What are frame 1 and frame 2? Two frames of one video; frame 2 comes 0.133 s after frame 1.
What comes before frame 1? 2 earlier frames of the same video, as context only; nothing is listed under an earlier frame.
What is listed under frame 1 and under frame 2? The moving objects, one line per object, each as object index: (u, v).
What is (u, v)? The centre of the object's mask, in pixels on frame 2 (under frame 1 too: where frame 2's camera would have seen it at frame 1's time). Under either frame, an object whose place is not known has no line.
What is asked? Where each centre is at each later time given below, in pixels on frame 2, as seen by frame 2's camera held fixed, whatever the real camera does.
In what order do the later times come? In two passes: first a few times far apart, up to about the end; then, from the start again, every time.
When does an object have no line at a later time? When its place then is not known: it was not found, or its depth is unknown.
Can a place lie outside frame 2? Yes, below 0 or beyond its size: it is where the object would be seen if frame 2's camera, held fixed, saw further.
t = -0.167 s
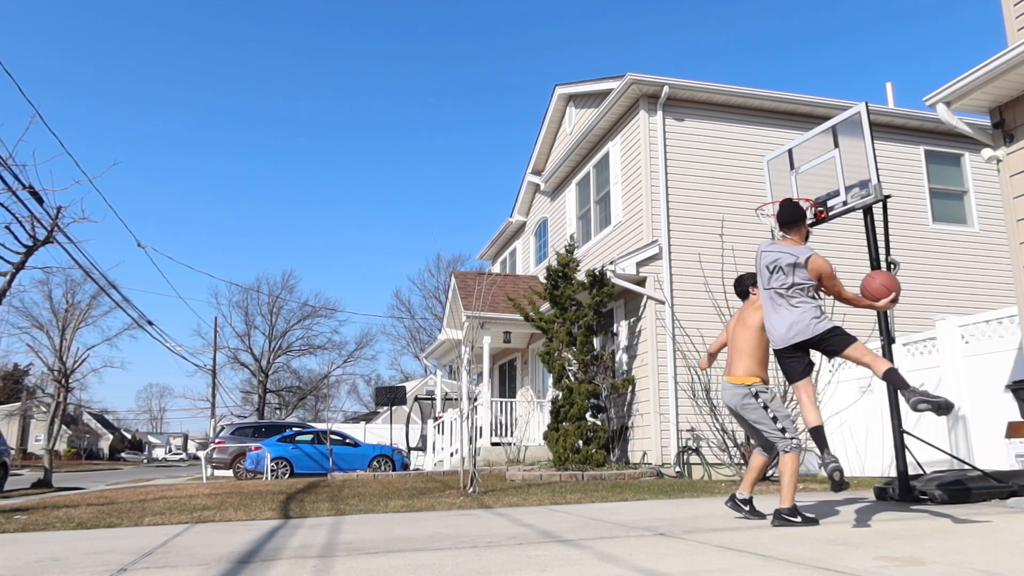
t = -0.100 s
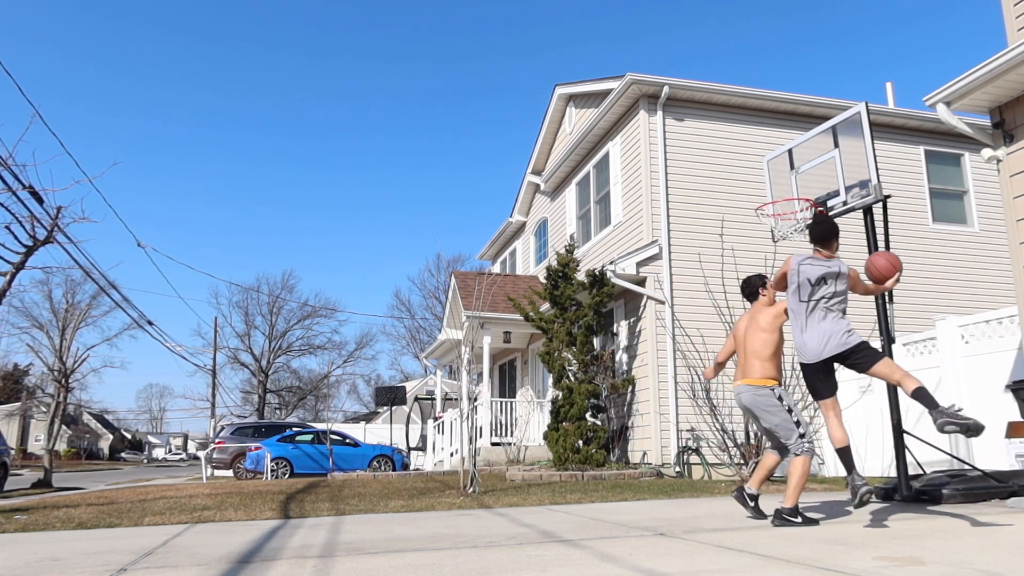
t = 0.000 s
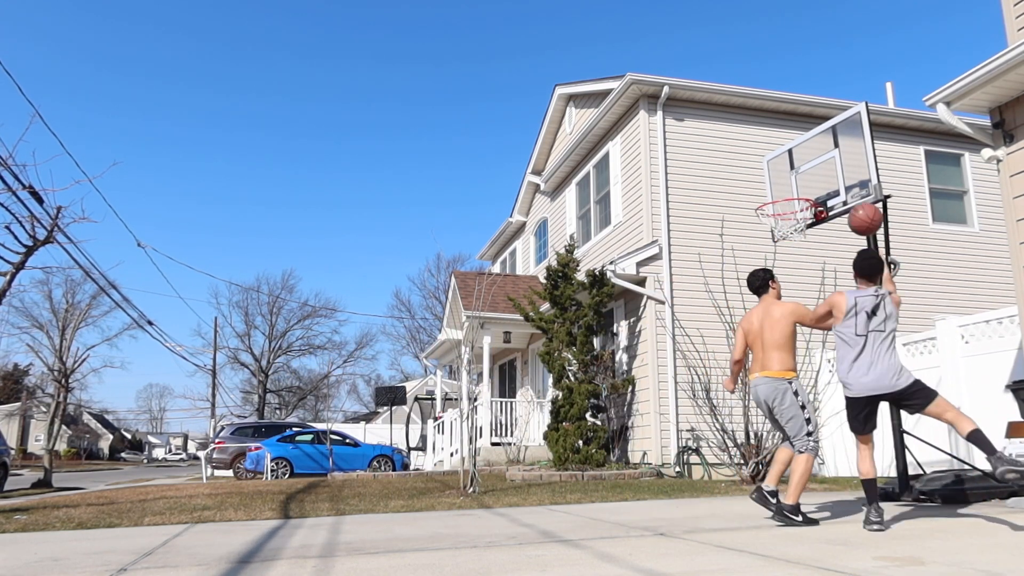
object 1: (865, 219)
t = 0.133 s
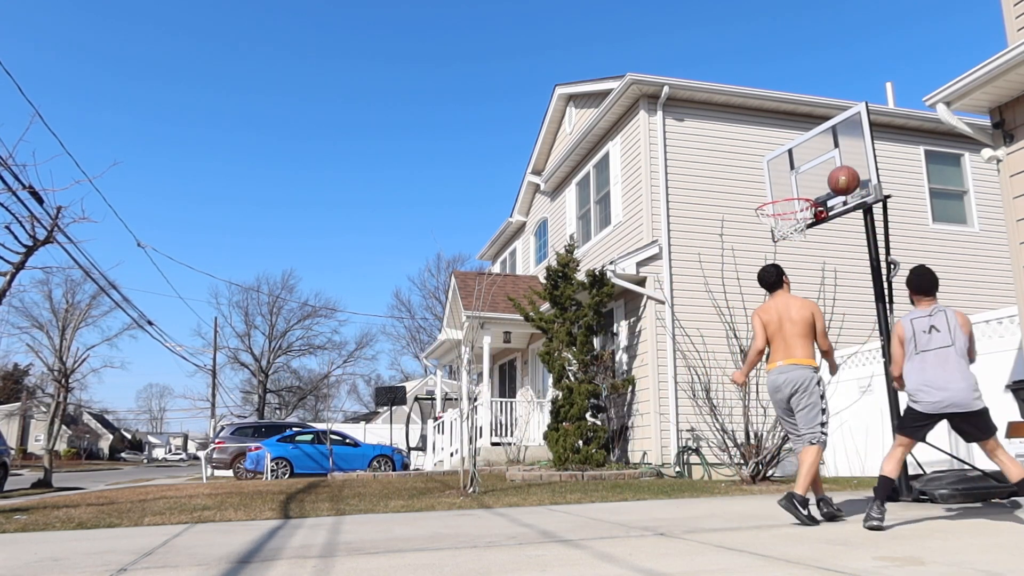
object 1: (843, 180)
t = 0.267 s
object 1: (827, 167)
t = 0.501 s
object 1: (775, 171)
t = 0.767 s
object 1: (723, 244)
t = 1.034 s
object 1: (678, 388)
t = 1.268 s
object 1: (646, 438)
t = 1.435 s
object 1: (629, 364)
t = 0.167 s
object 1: (839, 175)
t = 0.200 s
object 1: (835, 171)
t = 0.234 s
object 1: (830, 168)
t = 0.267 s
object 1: (827, 167)
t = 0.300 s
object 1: (820, 164)
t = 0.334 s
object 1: (811, 162)
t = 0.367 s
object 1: (803, 162)
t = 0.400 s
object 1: (796, 162)
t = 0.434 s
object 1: (789, 164)
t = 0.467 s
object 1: (782, 167)
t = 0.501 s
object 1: (775, 171)
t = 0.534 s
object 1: (768, 176)
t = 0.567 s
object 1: (761, 183)
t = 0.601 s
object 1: (754, 190)
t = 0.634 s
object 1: (748, 199)
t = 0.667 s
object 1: (741, 208)
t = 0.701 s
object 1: (735, 219)
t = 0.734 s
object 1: (729, 231)
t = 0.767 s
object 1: (723, 244)
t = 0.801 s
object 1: (717, 258)
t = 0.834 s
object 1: (711, 273)
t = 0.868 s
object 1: (705, 289)
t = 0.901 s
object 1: (700, 307)
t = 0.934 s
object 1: (695, 325)
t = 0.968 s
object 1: (689, 345)
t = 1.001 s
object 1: (683, 366)
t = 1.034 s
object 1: (678, 388)
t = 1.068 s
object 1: (673, 411)
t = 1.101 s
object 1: (667, 435)
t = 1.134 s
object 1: (662, 462)
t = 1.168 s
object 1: (657, 489)
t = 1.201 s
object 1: (653, 478)
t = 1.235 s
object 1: (650, 457)
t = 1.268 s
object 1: (646, 438)
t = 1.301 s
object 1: (642, 421)
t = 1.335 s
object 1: (639, 405)
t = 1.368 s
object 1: (635, 389)
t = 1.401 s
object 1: (632, 376)
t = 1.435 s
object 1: (629, 364)
